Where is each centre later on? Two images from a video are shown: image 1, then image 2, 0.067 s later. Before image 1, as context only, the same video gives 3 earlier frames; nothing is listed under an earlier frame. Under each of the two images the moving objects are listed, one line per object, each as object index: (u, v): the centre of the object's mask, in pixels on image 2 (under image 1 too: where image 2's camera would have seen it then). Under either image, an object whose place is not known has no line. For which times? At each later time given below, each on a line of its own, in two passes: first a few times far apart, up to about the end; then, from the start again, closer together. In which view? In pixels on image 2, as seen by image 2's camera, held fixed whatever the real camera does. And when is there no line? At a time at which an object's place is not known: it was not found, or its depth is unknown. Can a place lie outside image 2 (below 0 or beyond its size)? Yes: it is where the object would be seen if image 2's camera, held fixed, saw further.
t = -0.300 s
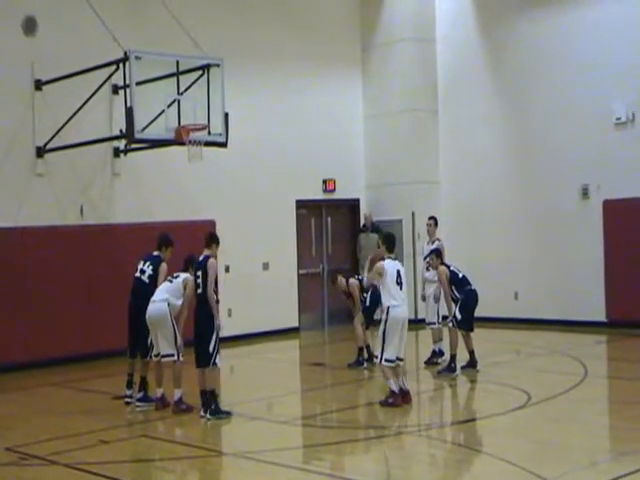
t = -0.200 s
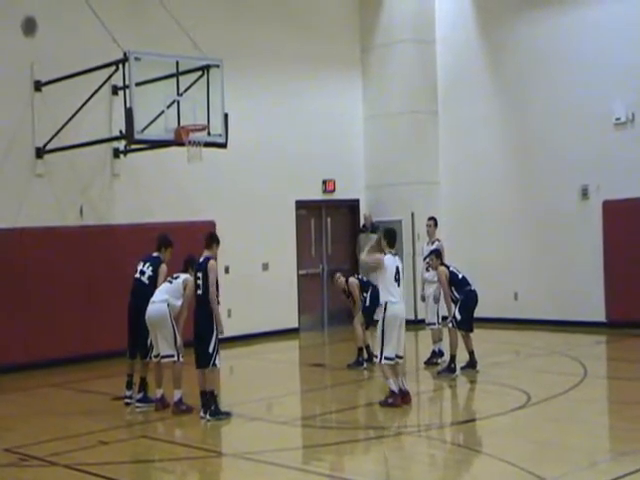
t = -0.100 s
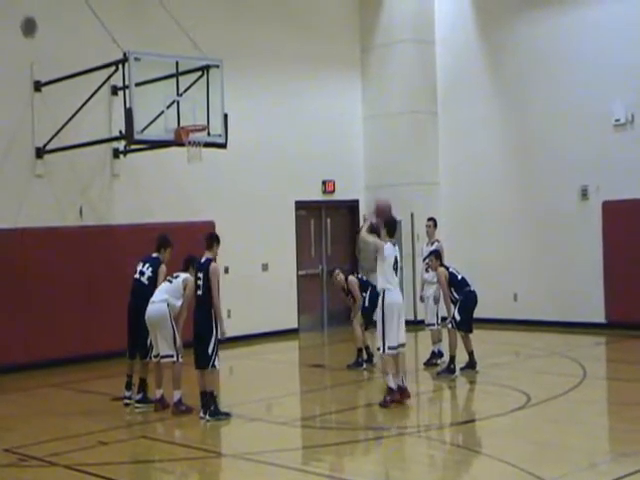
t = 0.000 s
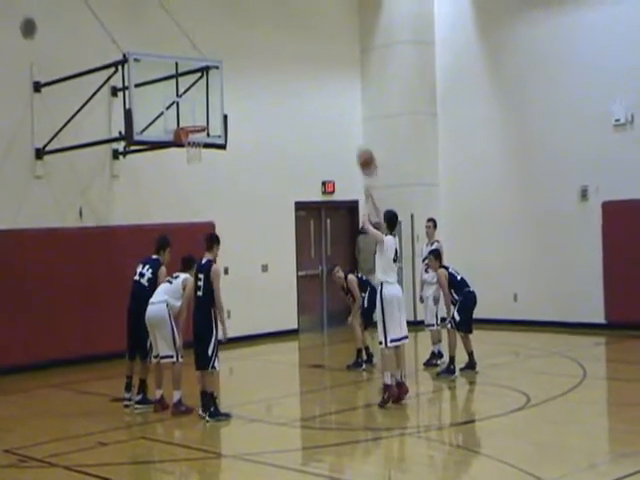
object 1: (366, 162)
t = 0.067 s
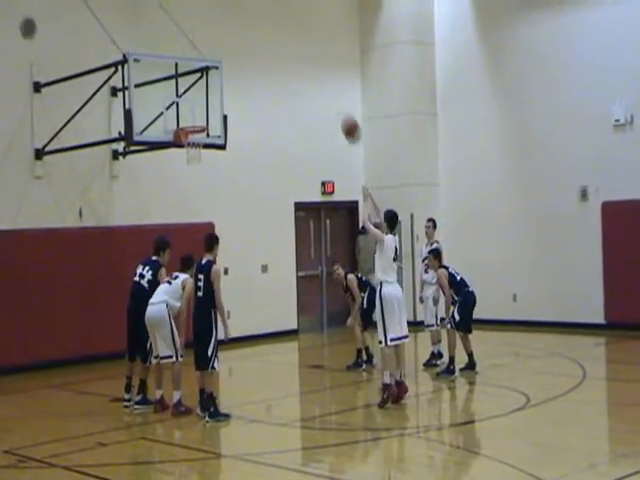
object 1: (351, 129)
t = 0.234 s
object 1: (316, 71)
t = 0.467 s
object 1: (273, 37)
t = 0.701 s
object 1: (236, 51)
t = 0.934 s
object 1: (204, 106)
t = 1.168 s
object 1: (217, 117)
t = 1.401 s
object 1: (252, 142)
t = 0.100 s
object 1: (344, 115)
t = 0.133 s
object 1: (336, 102)
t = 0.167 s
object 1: (330, 91)
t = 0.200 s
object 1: (323, 81)
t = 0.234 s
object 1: (316, 71)
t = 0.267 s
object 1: (309, 63)
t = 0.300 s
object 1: (302, 56)
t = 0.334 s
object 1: (296, 50)
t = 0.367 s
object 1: (290, 46)
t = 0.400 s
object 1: (284, 42)
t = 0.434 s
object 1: (278, 39)
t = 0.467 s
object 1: (273, 37)
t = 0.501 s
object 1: (267, 36)
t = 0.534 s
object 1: (261, 36)
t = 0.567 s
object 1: (256, 37)
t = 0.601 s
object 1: (251, 39)
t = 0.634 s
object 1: (246, 43)
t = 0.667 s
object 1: (241, 46)
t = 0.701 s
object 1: (236, 51)
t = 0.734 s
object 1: (231, 56)
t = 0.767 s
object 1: (226, 63)
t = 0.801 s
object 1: (222, 69)
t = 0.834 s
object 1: (217, 78)
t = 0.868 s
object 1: (214, 86)
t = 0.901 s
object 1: (208, 96)
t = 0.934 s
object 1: (204, 106)
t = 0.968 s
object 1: (200, 115)
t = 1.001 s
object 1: (198, 121)
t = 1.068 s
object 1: (203, 119)
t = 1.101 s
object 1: (208, 118)
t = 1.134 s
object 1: (212, 117)
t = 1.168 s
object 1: (217, 117)
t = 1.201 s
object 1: (222, 118)
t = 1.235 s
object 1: (227, 119)
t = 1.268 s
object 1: (232, 122)
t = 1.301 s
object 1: (236, 126)
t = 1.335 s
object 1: (242, 131)
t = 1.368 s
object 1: (247, 136)
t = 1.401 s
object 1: (252, 142)
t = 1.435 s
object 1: (257, 149)
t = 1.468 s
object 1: (262, 158)
